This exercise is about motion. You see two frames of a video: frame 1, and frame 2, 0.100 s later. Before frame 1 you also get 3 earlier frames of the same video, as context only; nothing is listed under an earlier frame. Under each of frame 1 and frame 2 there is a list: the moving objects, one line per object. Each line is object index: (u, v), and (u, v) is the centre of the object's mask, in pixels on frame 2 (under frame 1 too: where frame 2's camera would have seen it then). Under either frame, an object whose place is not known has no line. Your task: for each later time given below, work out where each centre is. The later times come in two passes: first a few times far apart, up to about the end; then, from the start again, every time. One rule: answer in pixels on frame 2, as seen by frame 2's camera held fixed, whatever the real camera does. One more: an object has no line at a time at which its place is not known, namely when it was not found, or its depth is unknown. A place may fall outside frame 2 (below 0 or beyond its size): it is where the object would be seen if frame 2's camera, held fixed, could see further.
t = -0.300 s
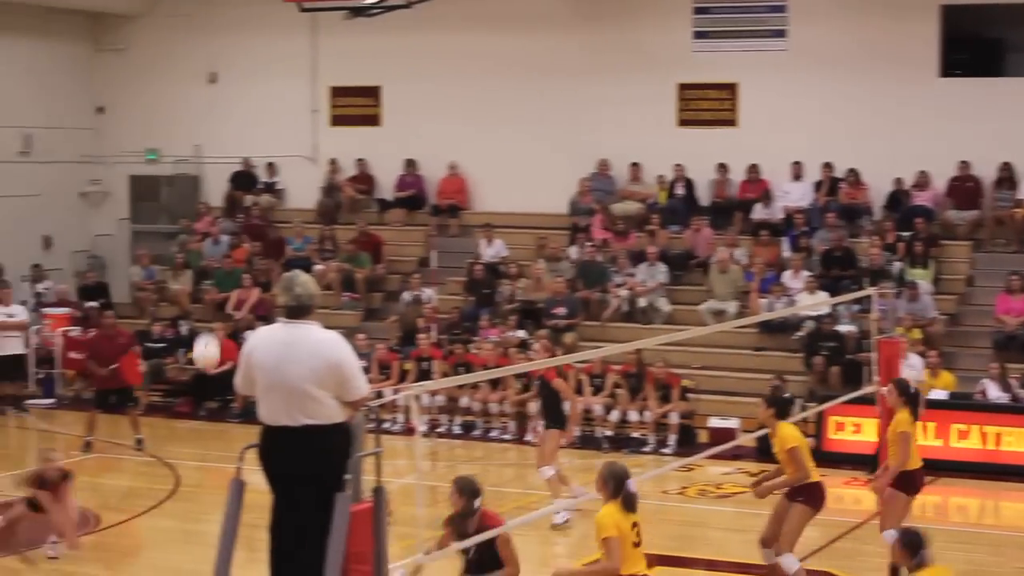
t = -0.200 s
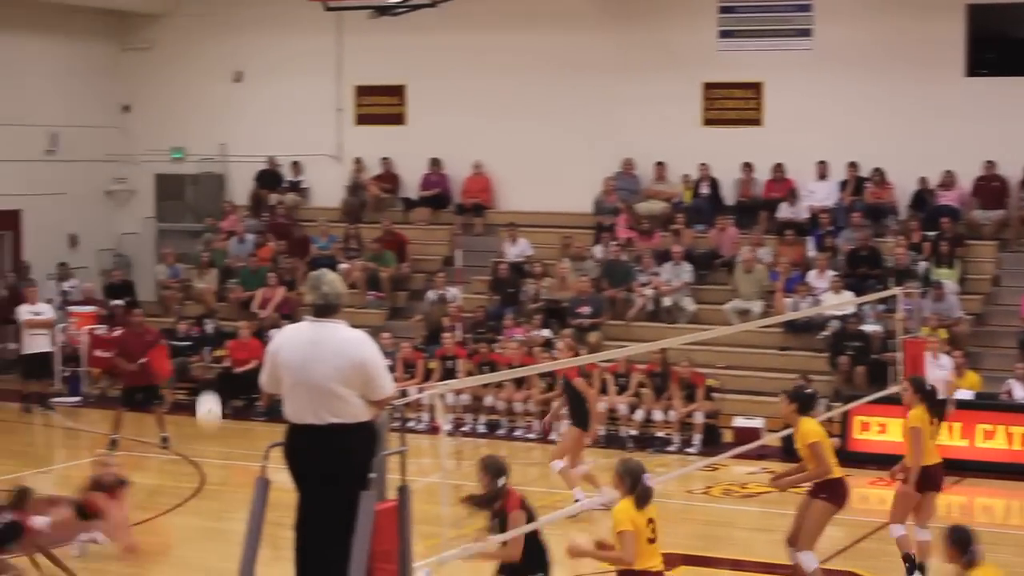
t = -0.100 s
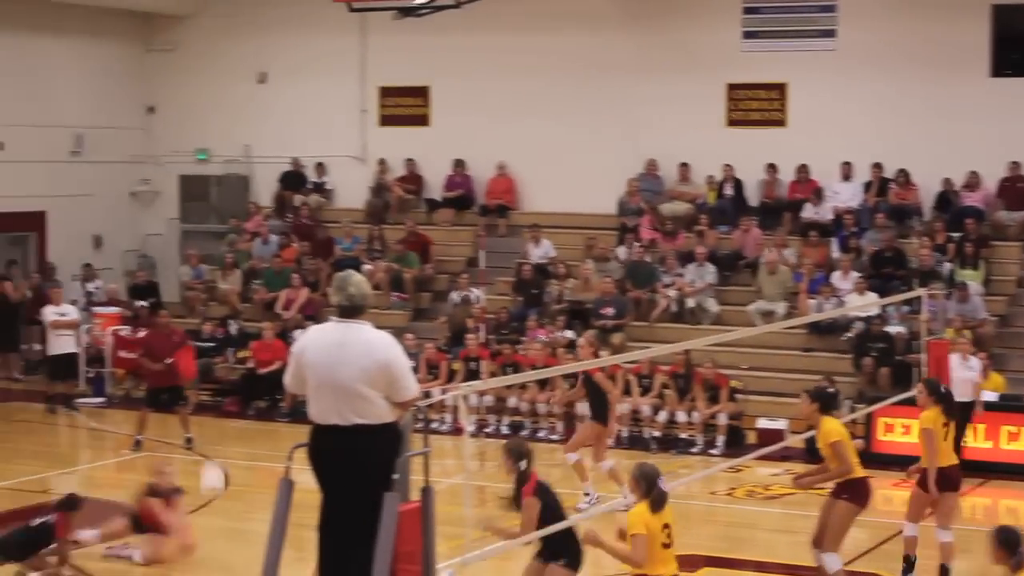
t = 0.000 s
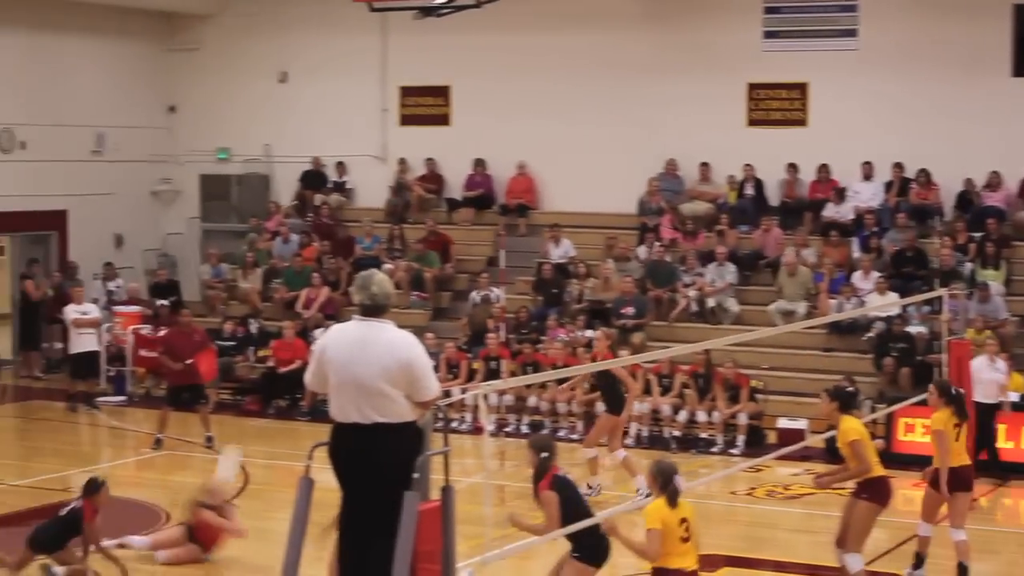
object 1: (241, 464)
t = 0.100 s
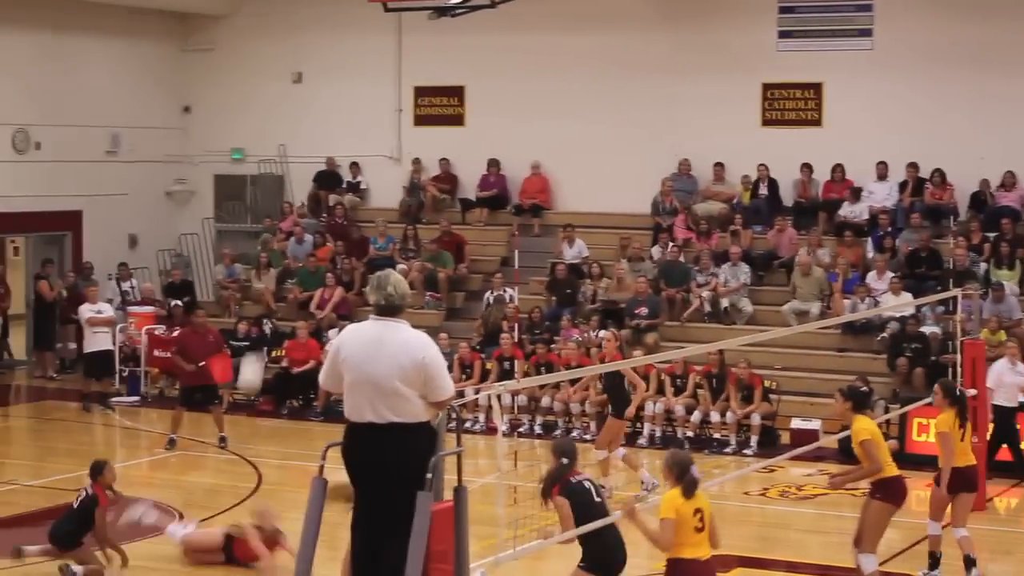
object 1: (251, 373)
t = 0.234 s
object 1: (263, 270)
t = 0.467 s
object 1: (279, 136)
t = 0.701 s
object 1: (294, 73)
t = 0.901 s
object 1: (306, 68)
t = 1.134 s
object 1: (318, 114)
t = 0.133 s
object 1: (254, 345)
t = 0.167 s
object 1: (256, 319)
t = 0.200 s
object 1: (260, 293)
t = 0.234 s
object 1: (263, 270)
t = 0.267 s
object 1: (265, 246)
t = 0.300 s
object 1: (268, 224)
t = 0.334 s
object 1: (270, 204)
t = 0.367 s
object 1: (272, 186)
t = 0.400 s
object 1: (275, 168)
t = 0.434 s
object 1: (277, 149)
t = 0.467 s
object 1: (279, 136)
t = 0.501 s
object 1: (282, 122)
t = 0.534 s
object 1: (284, 111)
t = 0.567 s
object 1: (286, 100)
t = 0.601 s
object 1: (288, 91)
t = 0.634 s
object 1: (290, 83)
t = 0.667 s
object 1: (292, 77)
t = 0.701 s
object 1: (294, 73)
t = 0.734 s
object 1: (297, 70)
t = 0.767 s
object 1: (299, 67)
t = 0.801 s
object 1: (301, 65)
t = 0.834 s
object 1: (302, 65)
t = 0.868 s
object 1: (304, 66)
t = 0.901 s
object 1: (306, 68)
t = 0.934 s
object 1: (307, 70)
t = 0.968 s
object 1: (309, 75)
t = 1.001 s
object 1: (312, 80)
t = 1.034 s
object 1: (313, 87)
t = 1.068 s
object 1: (315, 95)
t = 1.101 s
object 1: (317, 105)
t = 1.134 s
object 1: (318, 114)
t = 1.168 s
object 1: (320, 126)
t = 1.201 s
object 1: (322, 138)
